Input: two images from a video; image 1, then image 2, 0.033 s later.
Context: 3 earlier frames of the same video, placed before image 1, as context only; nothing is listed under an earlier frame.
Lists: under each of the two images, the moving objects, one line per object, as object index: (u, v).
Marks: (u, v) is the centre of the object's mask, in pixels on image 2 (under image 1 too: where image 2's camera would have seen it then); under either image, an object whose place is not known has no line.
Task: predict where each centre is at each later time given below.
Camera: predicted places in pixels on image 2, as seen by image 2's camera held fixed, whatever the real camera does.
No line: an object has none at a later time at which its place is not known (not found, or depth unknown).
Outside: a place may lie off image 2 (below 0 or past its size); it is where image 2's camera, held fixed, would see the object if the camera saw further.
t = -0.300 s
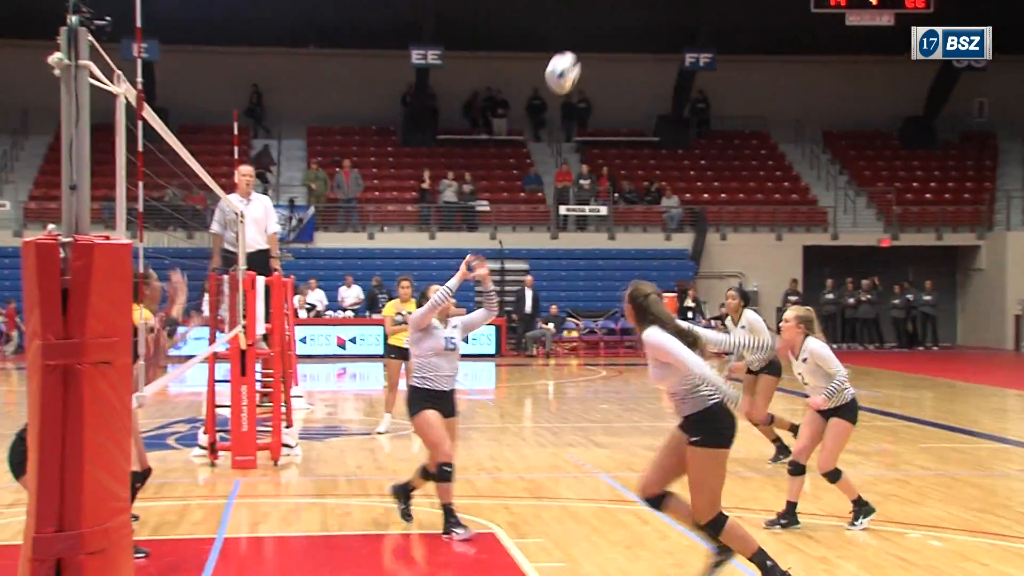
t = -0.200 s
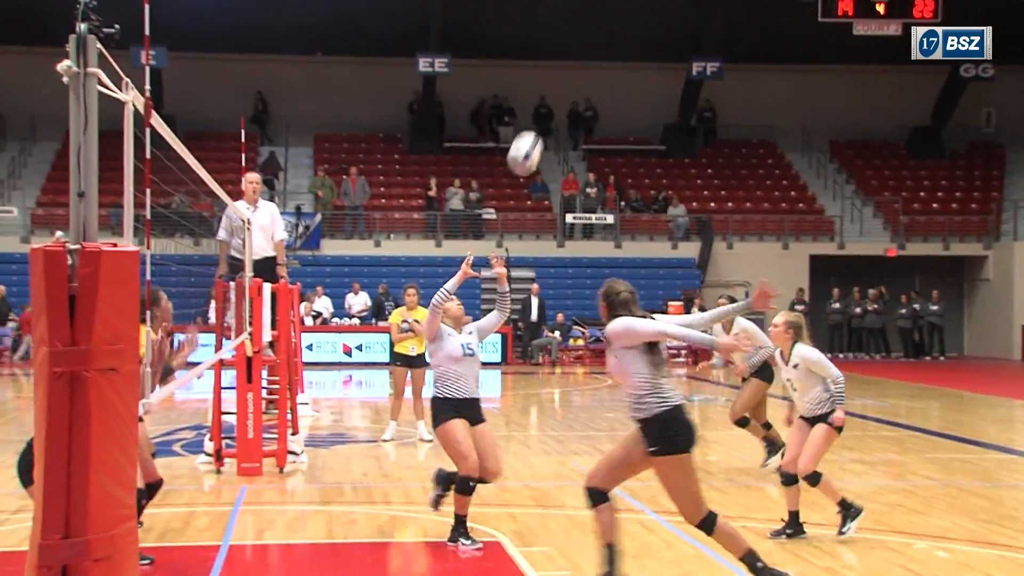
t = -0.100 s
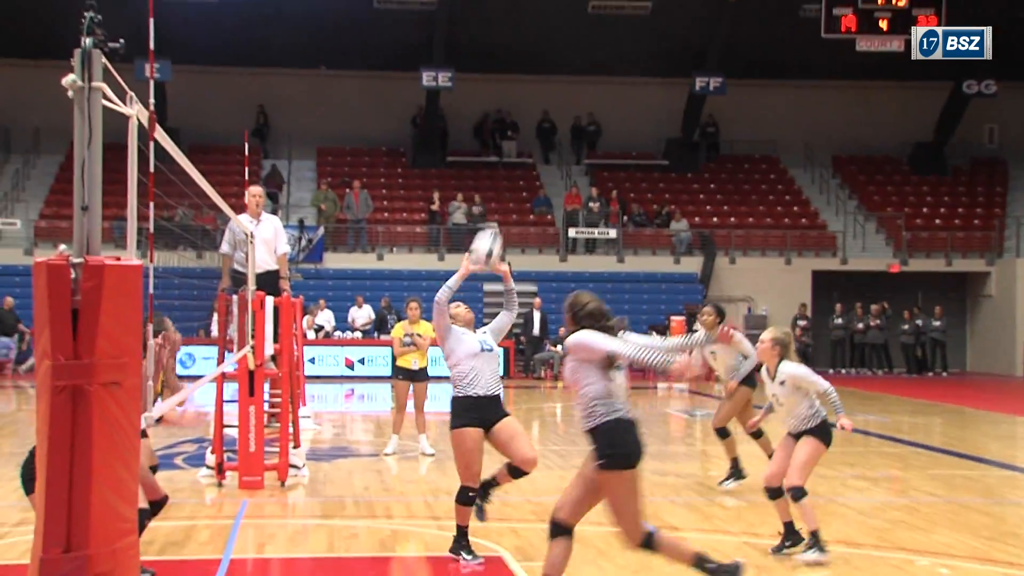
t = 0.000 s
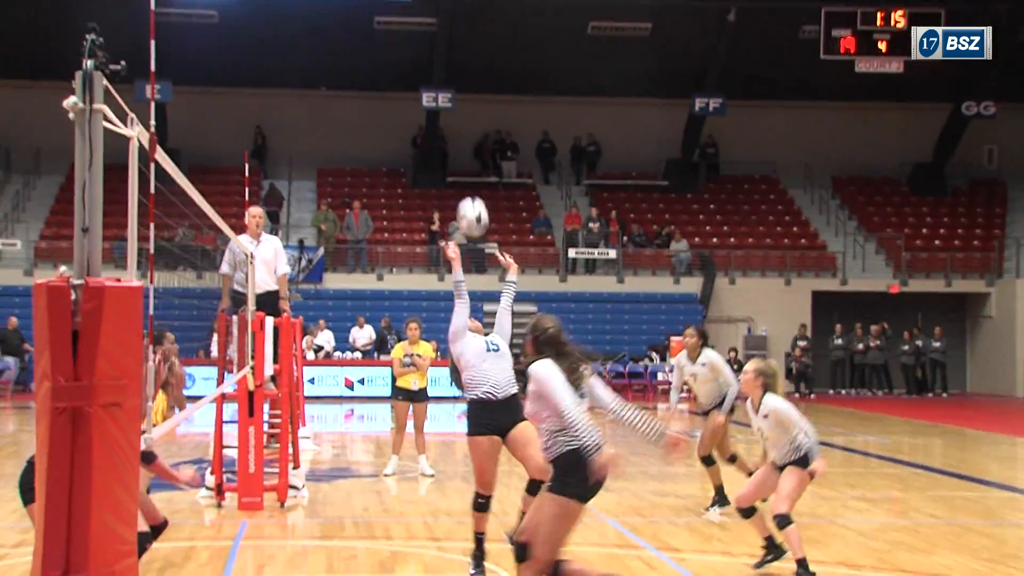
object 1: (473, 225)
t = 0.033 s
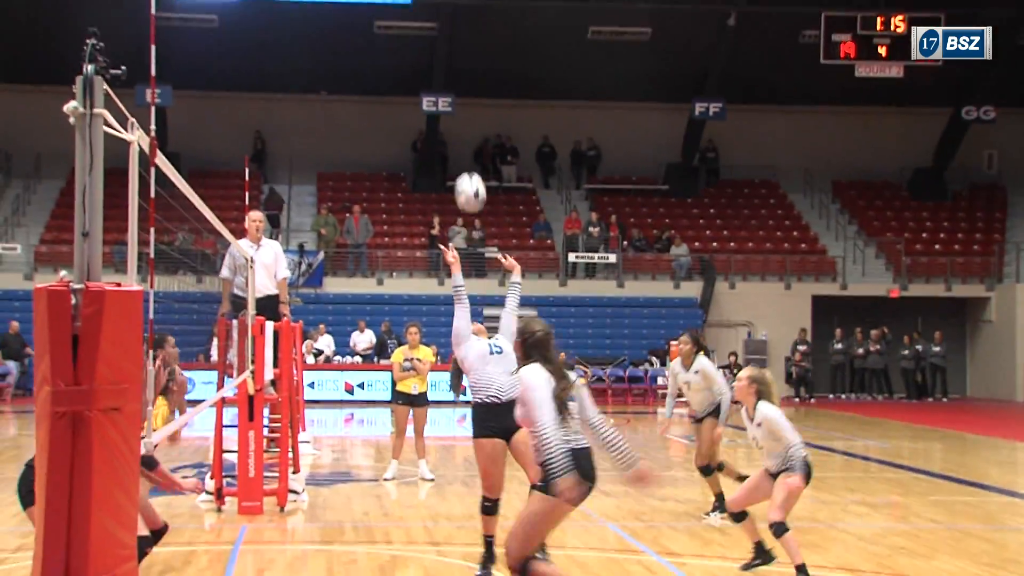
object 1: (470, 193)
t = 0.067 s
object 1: (468, 165)
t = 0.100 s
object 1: (465, 139)
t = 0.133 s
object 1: (462, 116)
